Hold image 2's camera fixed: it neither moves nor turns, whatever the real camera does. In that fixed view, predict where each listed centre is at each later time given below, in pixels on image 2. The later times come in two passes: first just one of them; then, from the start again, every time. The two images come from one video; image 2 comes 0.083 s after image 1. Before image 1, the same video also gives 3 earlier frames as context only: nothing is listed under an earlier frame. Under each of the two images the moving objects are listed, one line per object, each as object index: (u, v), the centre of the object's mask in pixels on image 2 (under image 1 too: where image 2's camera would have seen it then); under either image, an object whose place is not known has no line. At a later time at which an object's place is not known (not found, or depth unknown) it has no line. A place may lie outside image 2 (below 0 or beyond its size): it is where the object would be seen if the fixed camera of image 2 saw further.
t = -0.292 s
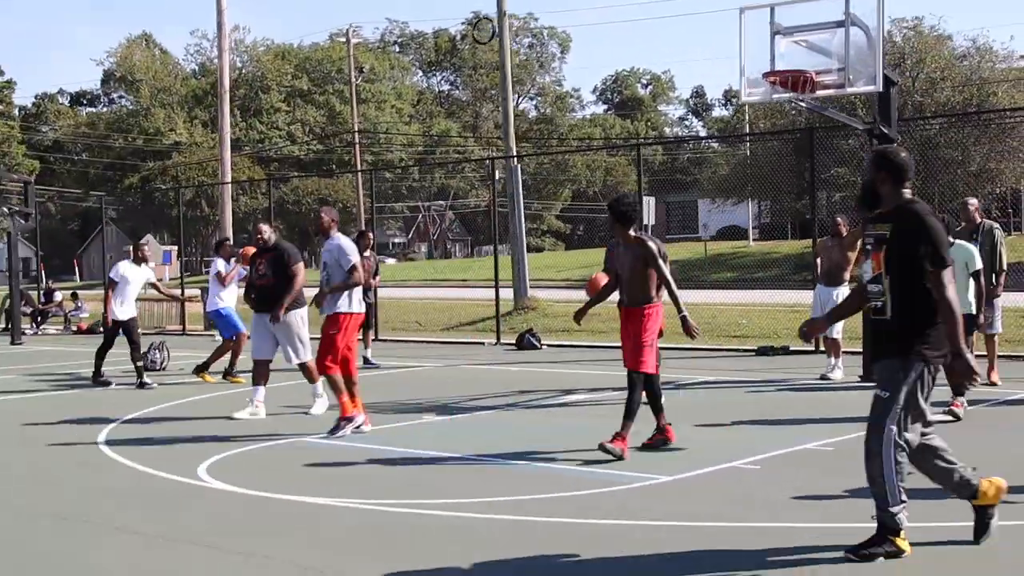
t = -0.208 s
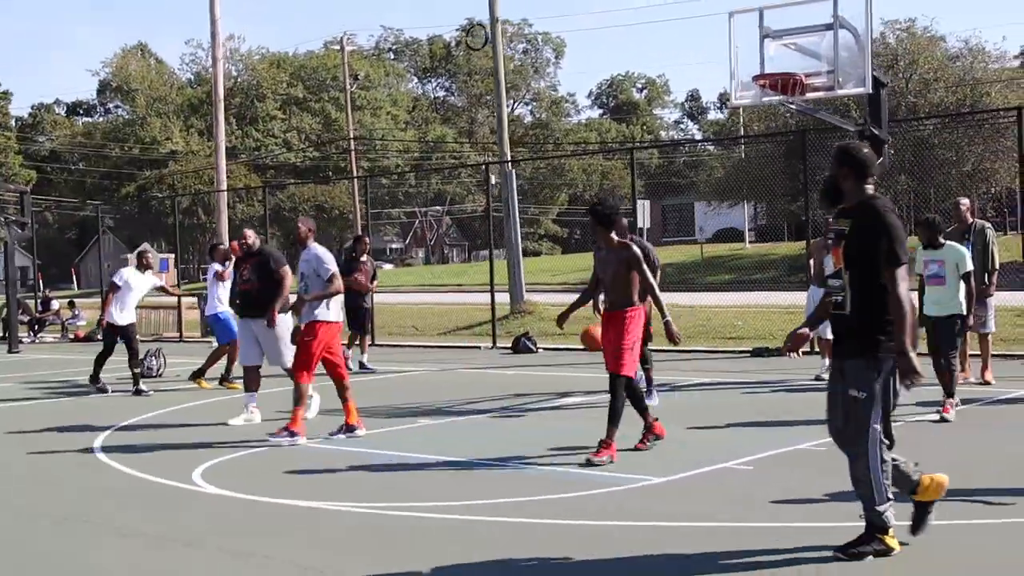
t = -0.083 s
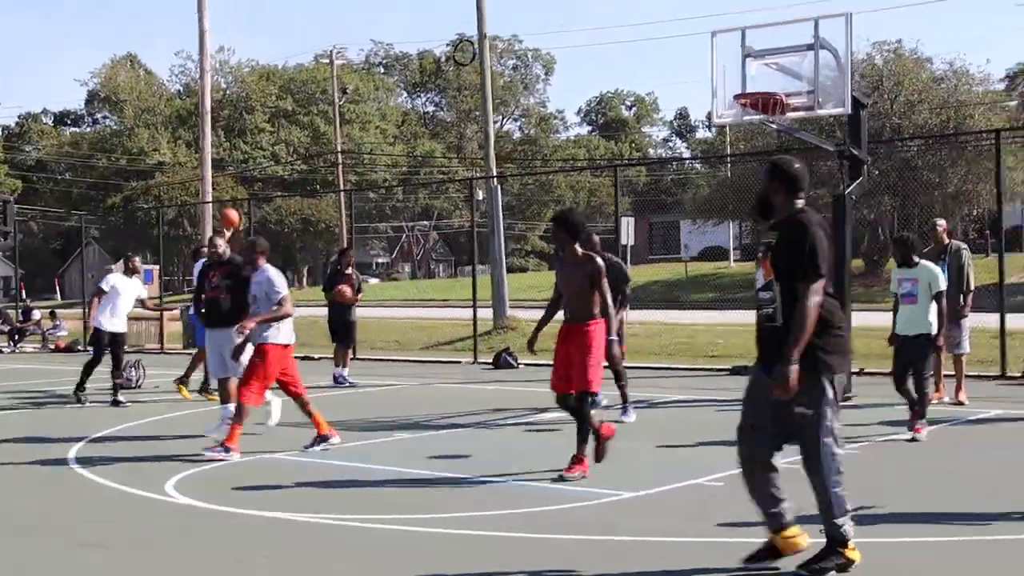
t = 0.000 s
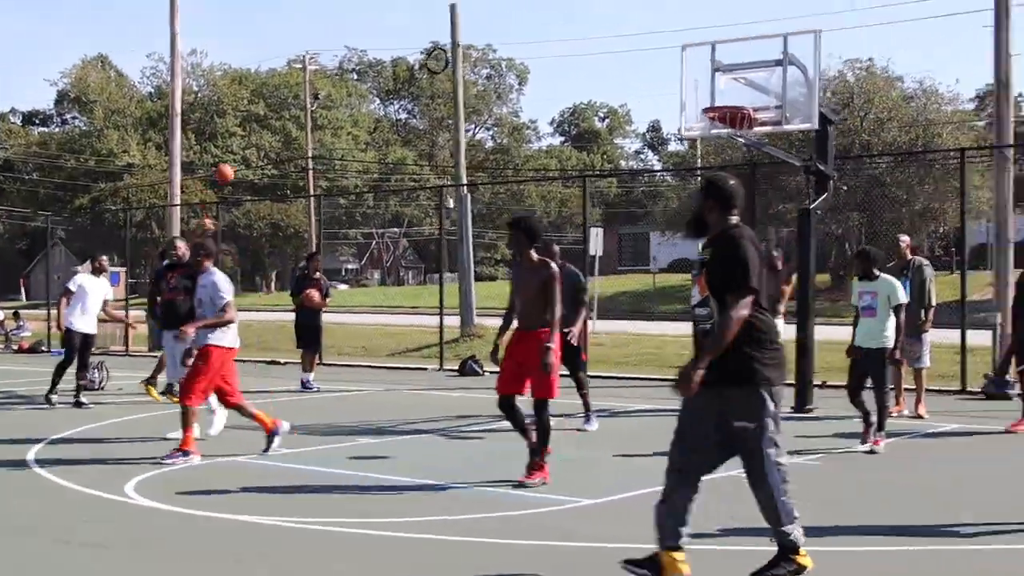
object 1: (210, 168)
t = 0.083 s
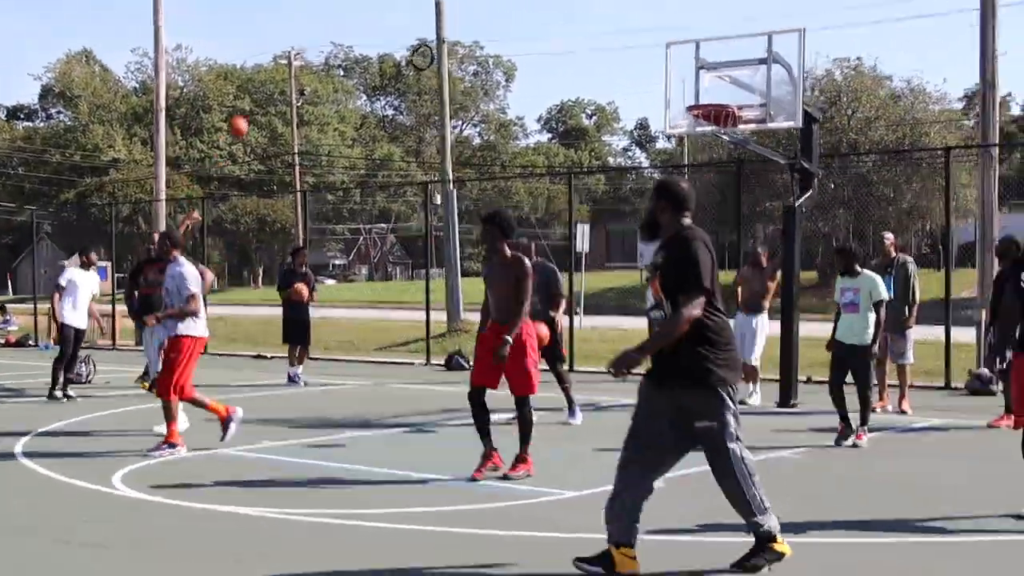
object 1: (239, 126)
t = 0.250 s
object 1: (297, 57)
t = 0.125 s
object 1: (250, 112)
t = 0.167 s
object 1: (268, 89)
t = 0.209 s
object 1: (279, 76)
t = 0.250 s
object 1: (297, 57)
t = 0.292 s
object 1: (309, 46)
